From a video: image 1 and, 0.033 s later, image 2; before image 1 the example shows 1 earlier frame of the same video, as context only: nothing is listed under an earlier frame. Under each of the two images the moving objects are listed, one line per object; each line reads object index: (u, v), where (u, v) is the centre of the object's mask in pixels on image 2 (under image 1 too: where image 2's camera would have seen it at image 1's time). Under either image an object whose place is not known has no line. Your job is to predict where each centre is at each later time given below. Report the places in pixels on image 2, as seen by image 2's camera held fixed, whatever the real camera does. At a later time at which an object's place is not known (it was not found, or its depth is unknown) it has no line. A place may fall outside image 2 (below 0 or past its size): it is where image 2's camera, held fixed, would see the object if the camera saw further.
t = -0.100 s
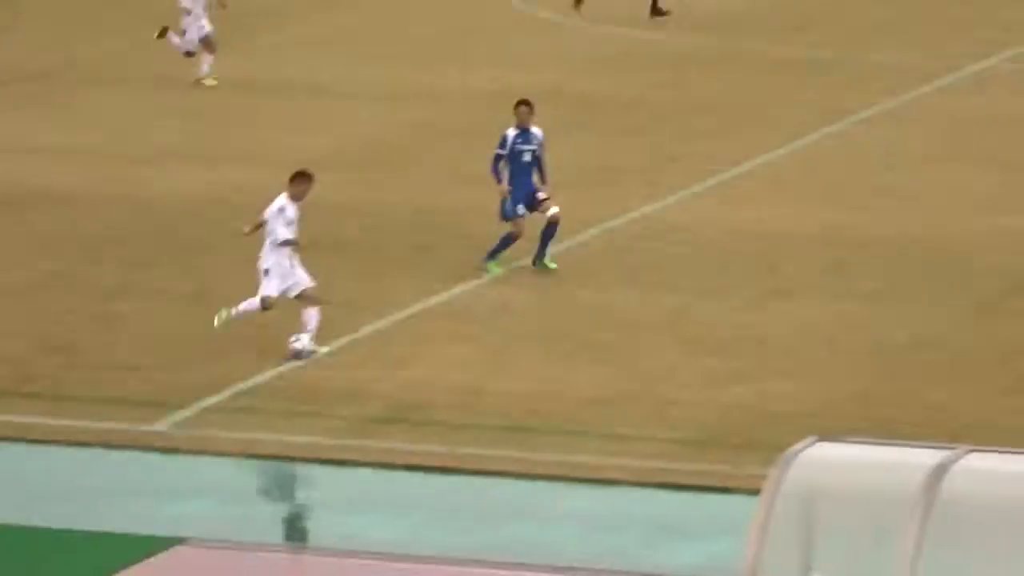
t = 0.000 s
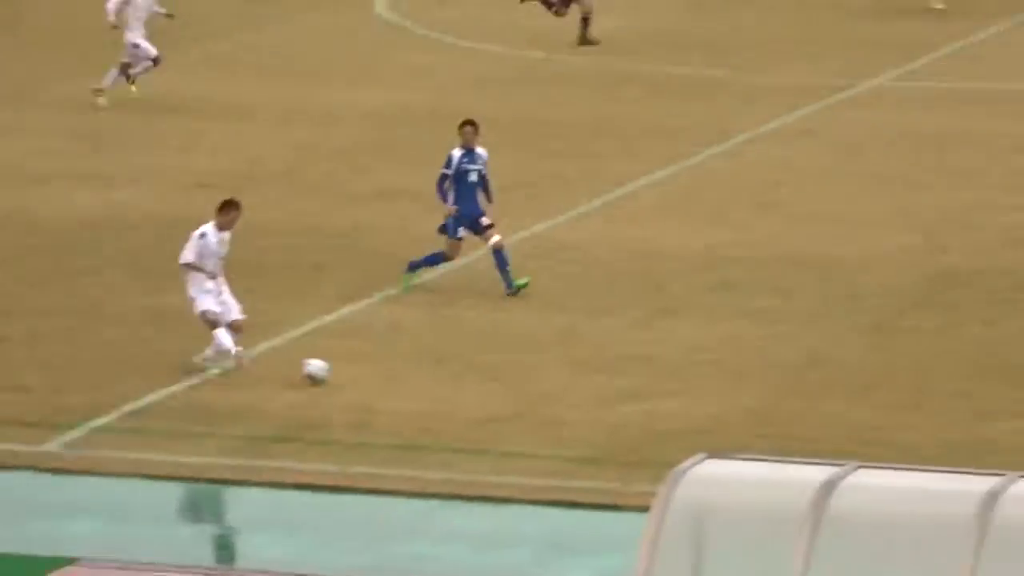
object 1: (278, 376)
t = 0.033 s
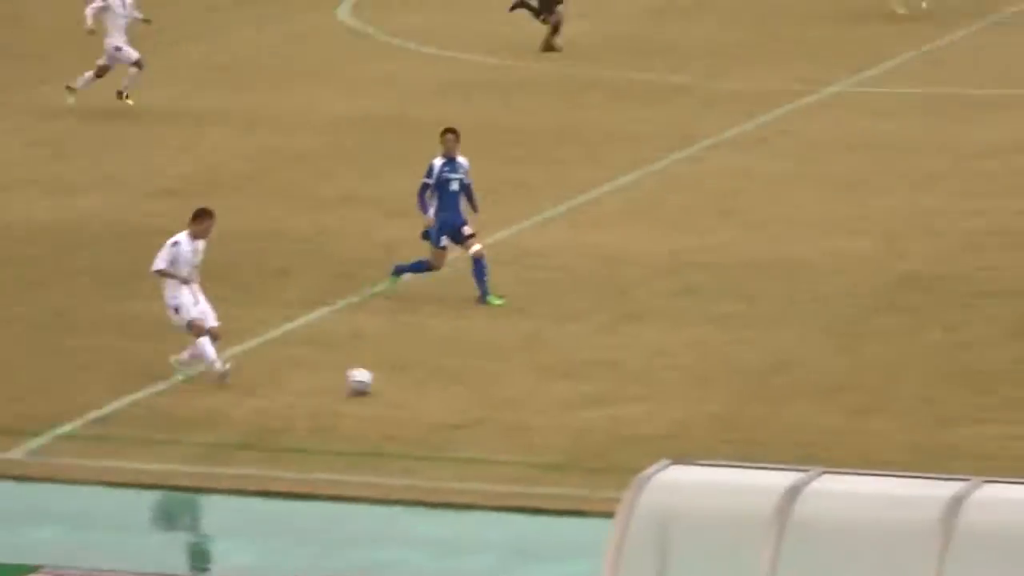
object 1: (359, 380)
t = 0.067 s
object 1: (439, 385)
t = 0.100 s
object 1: (515, 387)
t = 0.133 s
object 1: (590, 389)
